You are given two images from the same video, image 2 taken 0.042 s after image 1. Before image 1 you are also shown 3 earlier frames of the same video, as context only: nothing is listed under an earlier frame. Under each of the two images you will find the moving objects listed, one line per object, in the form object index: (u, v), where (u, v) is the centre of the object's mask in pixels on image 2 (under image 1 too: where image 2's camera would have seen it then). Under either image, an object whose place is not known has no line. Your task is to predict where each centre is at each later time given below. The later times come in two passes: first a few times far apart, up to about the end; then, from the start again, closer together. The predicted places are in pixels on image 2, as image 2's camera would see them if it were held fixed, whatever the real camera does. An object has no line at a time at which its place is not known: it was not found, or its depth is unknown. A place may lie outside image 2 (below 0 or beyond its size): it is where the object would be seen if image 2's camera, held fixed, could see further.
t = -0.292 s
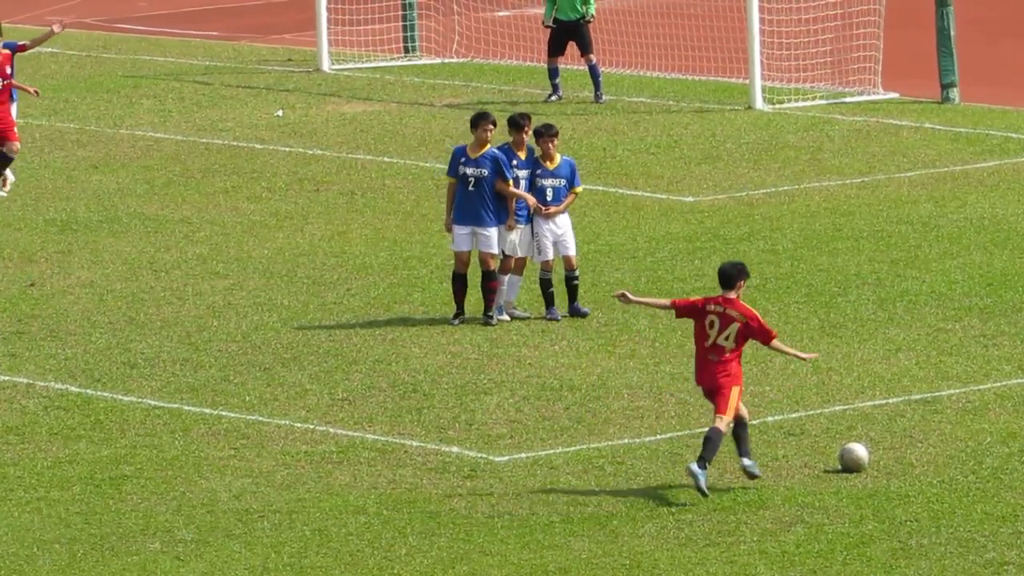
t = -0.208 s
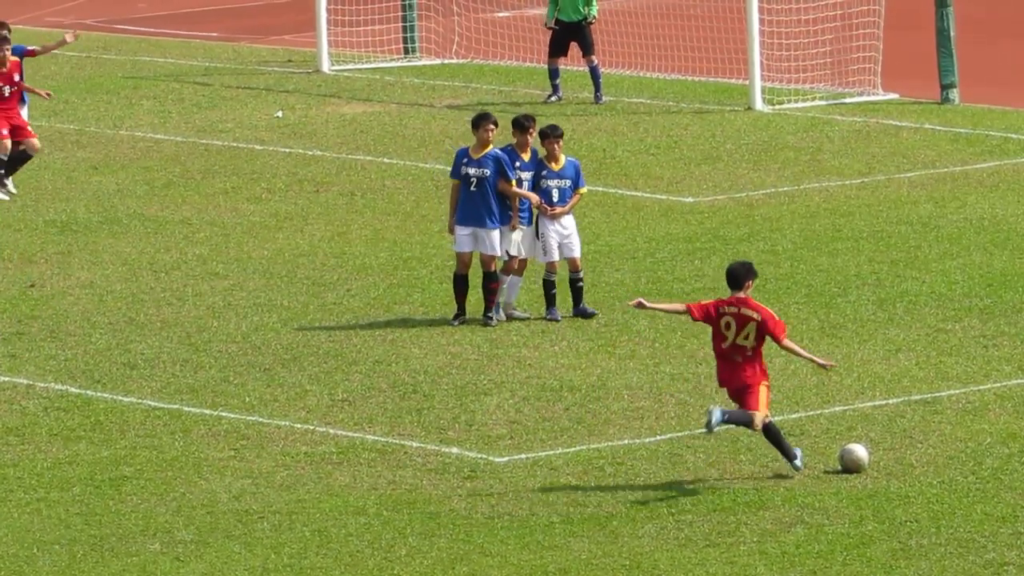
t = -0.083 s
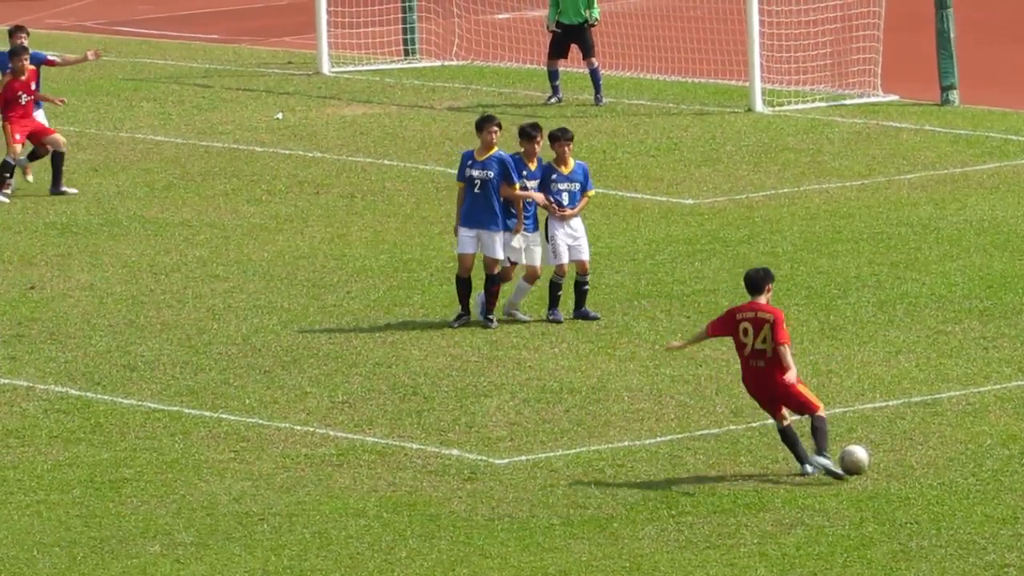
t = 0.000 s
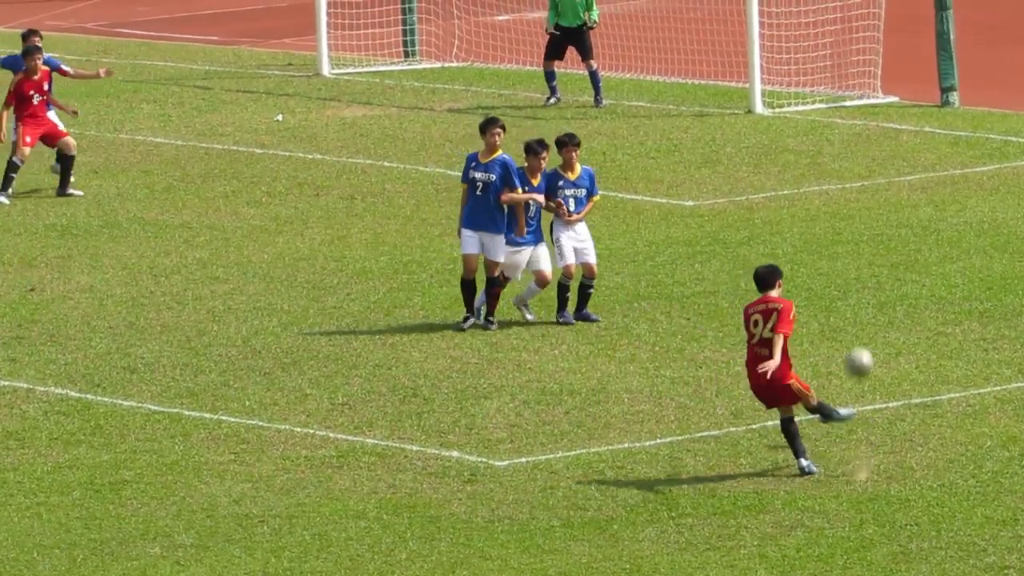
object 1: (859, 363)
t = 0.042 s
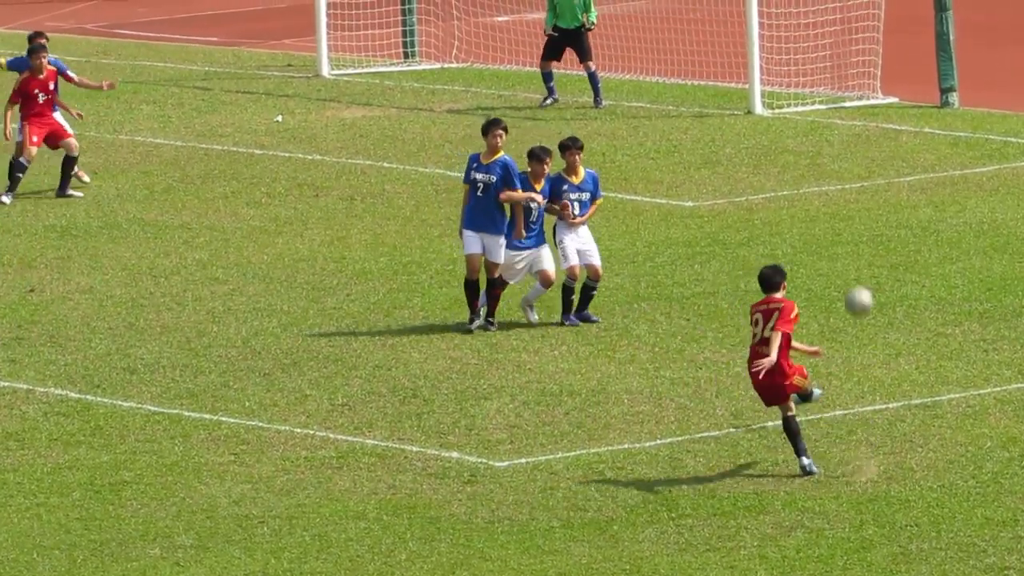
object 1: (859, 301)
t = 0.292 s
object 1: (837, 27)
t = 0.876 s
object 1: (704, -189)
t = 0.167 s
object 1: (851, 146)
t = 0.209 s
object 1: (846, 105)
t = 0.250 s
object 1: (841, 64)
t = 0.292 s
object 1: (837, 27)
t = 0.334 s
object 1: (829, -8)
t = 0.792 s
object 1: (727, -188)
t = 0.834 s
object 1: (716, -190)
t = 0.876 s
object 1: (704, -189)
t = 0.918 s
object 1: (693, -187)
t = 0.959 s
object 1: (681, -182)
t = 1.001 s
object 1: (669, -176)
